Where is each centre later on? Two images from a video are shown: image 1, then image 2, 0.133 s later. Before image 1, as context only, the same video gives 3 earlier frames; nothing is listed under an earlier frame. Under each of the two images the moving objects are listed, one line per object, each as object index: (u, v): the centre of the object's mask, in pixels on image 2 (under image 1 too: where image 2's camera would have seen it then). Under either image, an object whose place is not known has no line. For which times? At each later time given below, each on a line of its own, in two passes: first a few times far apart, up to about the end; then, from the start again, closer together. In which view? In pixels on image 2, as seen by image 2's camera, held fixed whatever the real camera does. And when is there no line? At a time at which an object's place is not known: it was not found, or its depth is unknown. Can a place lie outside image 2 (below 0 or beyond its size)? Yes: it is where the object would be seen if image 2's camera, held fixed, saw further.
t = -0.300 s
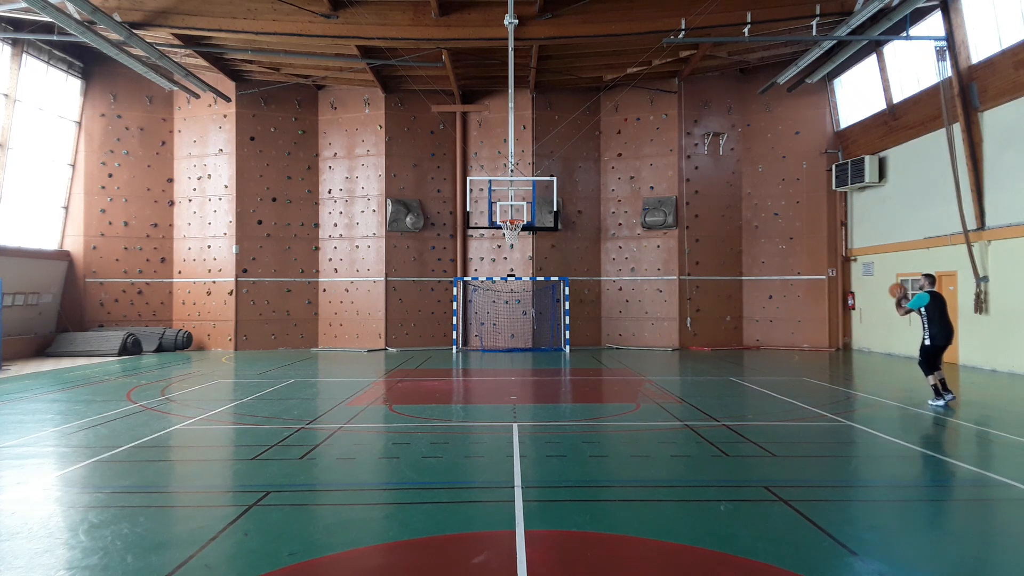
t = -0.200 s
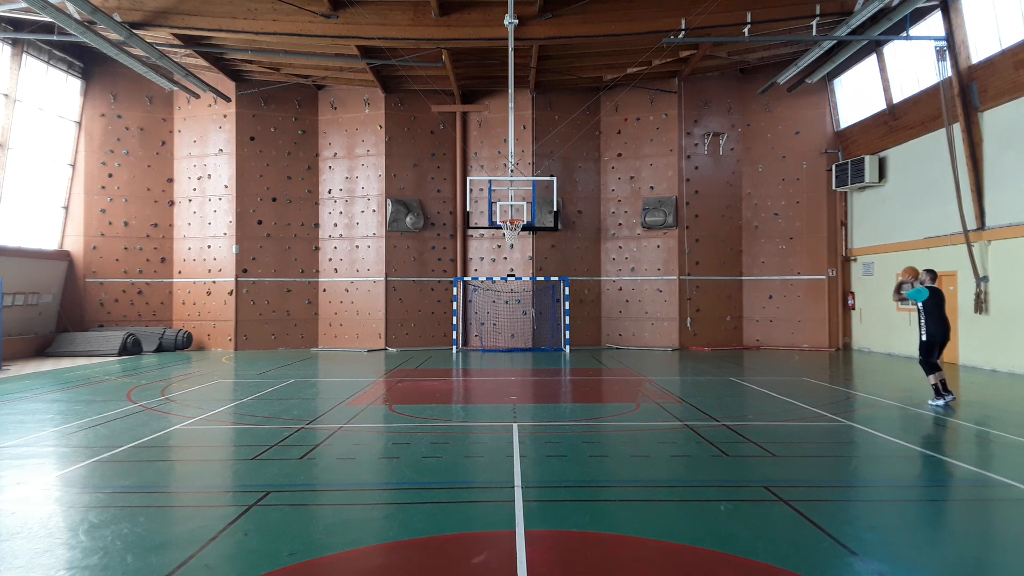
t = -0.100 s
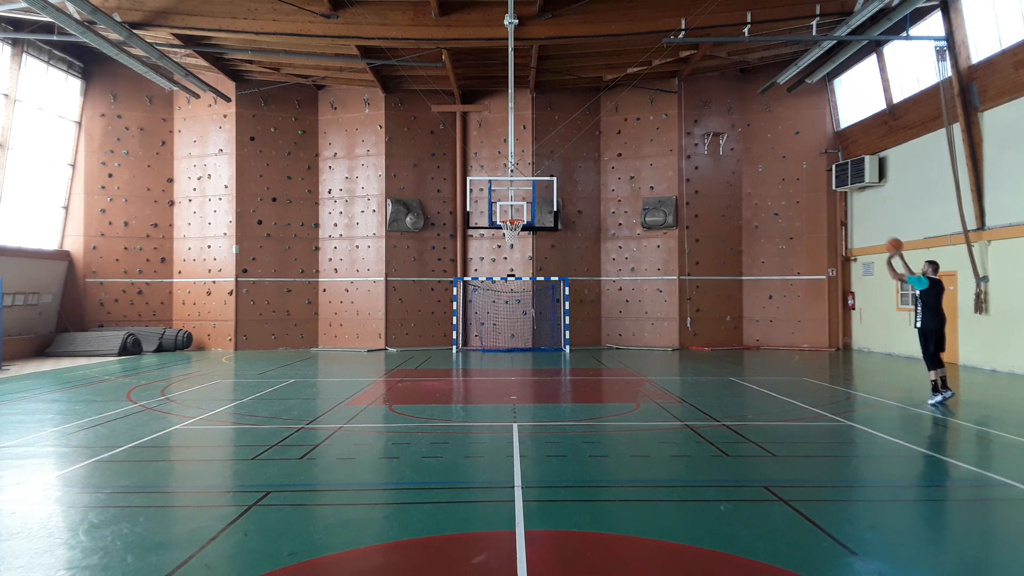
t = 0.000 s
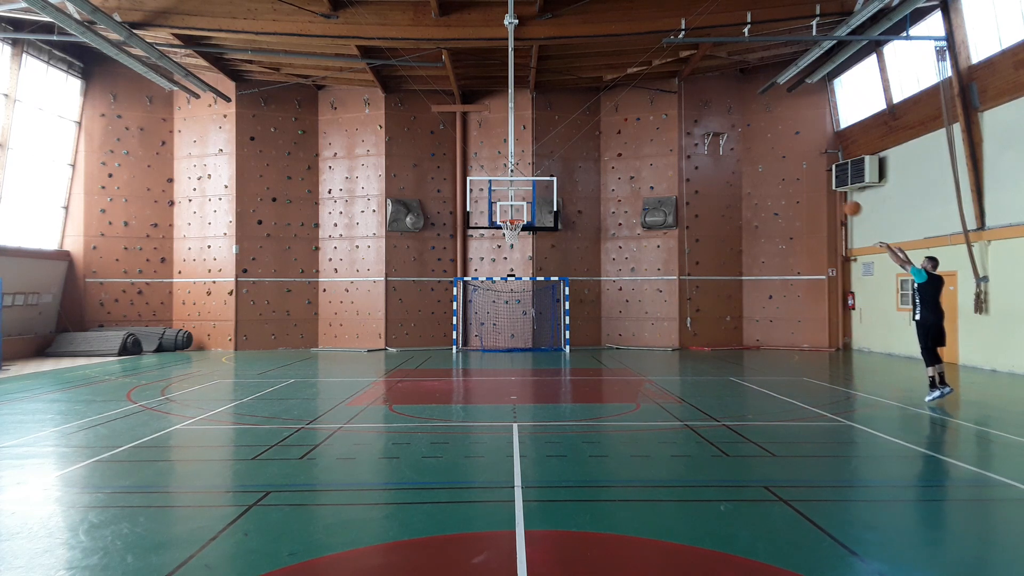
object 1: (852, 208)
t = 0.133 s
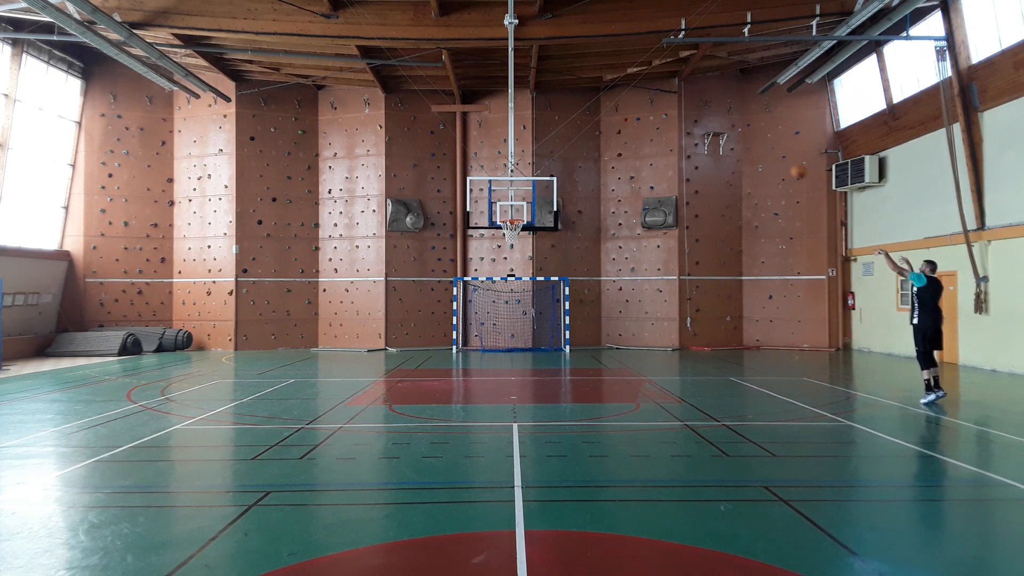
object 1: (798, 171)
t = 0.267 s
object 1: (749, 147)
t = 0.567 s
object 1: (652, 132)
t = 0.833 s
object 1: (579, 160)
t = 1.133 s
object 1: (512, 219)
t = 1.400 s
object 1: (514, 231)
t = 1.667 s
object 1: (522, 244)
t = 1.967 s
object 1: (529, 302)
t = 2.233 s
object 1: (535, 357)
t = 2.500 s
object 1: (539, 302)
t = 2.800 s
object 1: (543, 283)
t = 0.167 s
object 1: (785, 164)
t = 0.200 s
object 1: (773, 158)
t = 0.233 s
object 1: (760, 151)
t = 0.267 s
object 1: (749, 147)
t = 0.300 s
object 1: (737, 143)
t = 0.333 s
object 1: (726, 139)
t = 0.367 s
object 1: (715, 136)
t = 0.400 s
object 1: (704, 134)
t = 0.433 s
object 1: (693, 132)
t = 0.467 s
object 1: (683, 131)
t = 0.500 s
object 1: (672, 131)
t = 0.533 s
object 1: (662, 131)
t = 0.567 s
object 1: (652, 132)
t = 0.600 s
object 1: (643, 134)
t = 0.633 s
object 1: (633, 136)
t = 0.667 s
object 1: (624, 139)
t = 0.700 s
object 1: (615, 142)
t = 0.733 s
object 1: (606, 145)
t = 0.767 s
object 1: (597, 150)
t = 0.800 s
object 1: (588, 154)
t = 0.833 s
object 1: (579, 160)
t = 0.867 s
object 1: (571, 165)
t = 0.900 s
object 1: (562, 172)
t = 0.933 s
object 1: (555, 178)
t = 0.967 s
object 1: (547, 185)
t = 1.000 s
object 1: (539, 193)
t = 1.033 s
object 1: (532, 201)
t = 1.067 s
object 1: (525, 209)
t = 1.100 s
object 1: (518, 216)
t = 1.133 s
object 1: (512, 219)
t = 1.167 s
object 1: (510, 223)
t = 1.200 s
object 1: (509, 224)
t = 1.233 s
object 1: (507, 231)
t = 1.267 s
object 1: (508, 229)
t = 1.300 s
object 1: (510, 224)
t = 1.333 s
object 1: (512, 235)
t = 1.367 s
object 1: (513, 233)
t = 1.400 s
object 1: (514, 231)
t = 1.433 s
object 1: (515, 231)
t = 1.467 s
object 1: (516, 231)
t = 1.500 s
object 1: (517, 231)
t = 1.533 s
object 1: (517, 232)
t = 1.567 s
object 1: (519, 234)
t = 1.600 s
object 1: (520, 237)
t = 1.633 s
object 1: (521, 240)
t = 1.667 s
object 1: (522, 244)
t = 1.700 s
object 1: (523, 248)
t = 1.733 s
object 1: (523, 253)
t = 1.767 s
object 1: (524, 258)
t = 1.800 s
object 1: (525, 264)
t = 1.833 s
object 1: (526, 271)
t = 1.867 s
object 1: (527, 278)
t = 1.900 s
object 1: (527, 285)
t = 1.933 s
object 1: (528, 293)
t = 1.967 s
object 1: (529, 302)
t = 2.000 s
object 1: (530, 311)
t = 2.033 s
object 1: (531, 321)
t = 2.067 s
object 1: (532, 331)
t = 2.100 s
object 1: (533, 342)
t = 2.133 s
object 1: (534, 353)
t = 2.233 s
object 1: (535, 357)
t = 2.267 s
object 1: (536, 348)
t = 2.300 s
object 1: (536, 340)
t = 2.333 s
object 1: (537, 332)
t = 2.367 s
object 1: (537, 325)
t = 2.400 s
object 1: (538, 318)
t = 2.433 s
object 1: (538, 313)
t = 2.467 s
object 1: (539, 307)
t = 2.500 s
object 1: (539, 302)
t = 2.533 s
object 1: (539, 298)
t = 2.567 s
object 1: (540, 294)
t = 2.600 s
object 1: (540, 291)
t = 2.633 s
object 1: (540, 288)
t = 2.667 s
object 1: (541, 286)
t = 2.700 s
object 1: (541, 284)
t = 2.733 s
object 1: (542, 283)
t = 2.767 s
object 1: (542, 283)
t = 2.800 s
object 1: (543, 283)
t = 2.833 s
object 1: (543, 283)
